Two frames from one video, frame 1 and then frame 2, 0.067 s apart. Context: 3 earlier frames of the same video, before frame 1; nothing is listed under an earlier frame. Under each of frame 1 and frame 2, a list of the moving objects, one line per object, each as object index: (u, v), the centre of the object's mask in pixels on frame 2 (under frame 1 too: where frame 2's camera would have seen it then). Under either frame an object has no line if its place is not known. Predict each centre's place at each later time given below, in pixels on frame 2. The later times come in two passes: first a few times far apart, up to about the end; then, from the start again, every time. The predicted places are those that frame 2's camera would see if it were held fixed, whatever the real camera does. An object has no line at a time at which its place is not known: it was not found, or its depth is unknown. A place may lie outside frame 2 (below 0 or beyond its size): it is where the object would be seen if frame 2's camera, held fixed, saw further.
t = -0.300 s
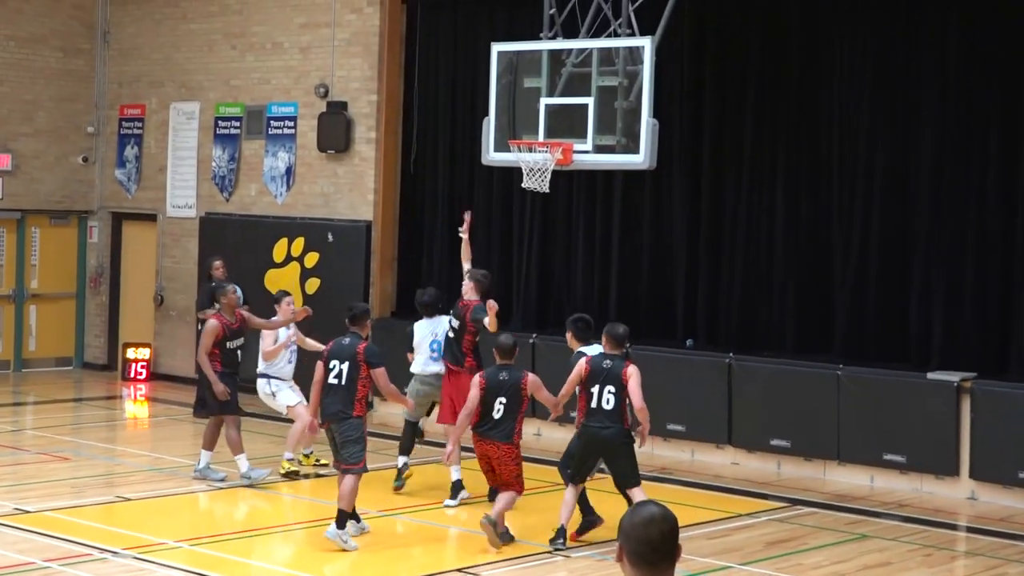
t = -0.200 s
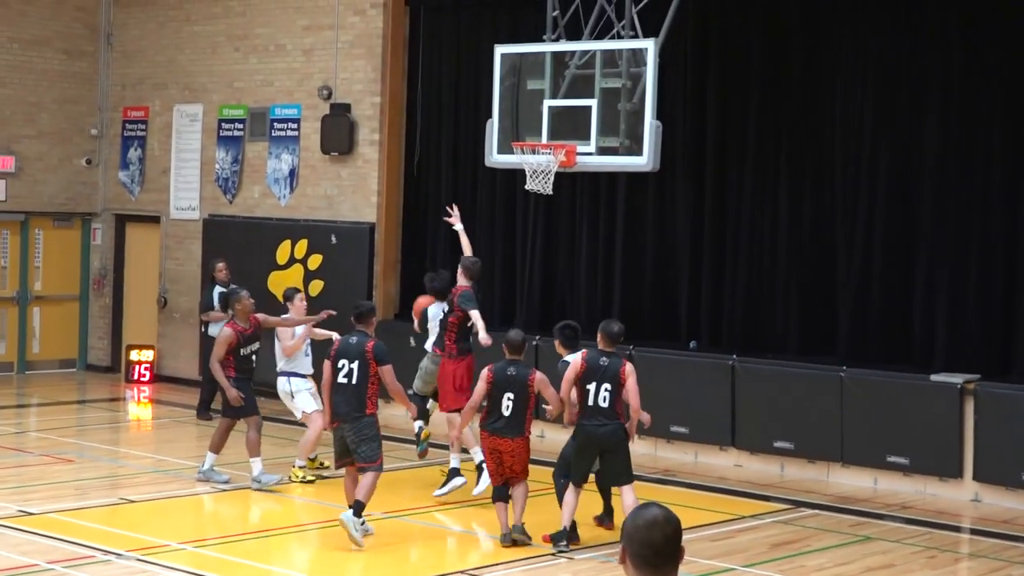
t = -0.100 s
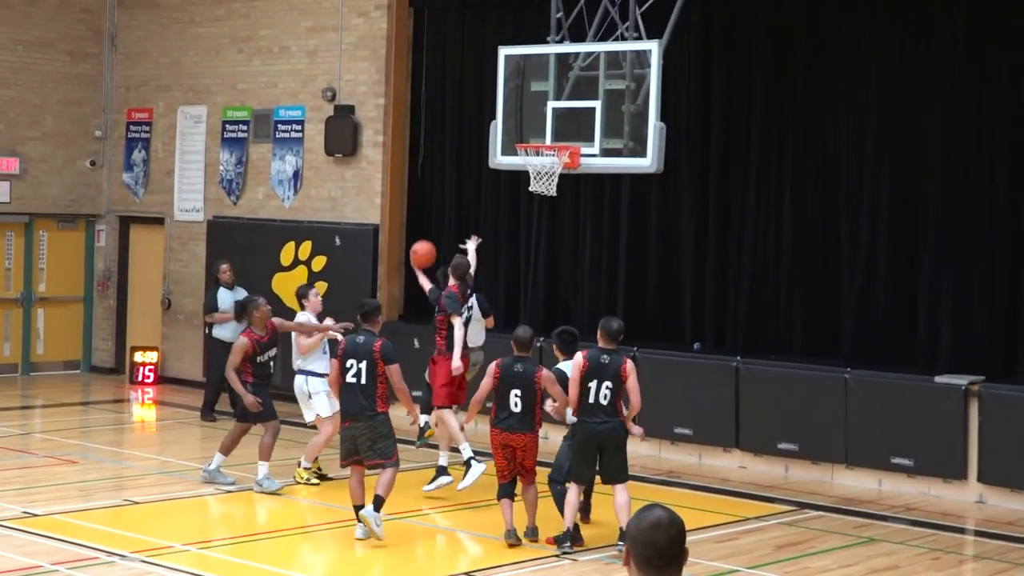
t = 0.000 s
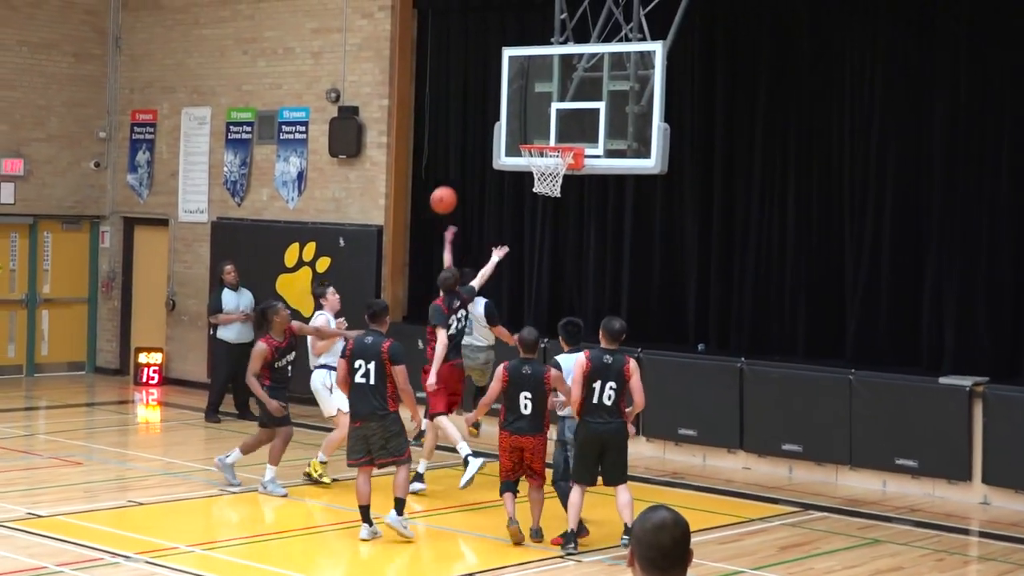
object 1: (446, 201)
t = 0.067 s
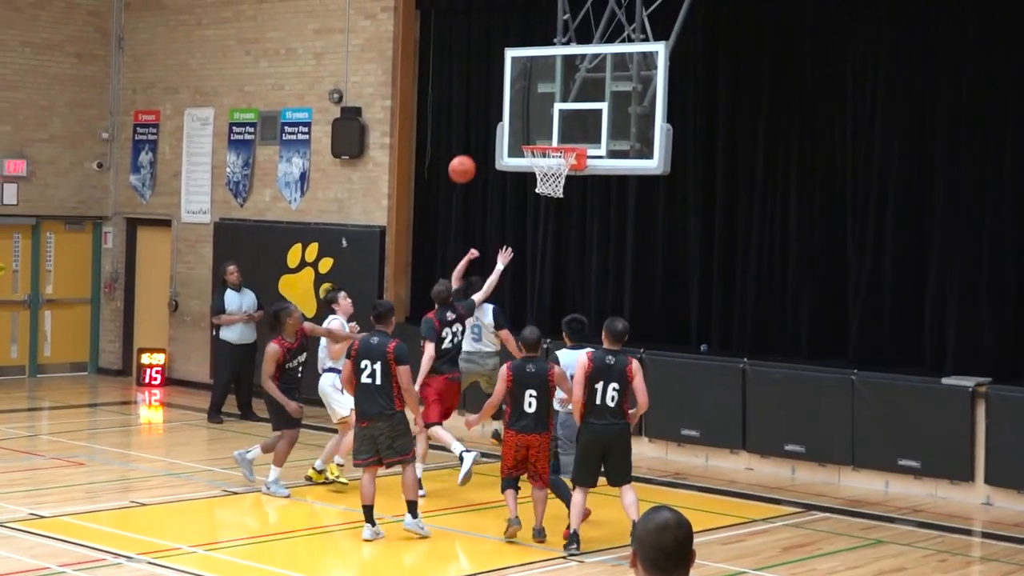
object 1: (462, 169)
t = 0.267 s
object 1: (508, 101)
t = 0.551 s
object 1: (523, 115)
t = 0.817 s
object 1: (523, 120)
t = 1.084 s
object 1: (505, 137)
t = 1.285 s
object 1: (484, 178)
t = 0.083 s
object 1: (466, 162)
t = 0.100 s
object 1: (470, 155)
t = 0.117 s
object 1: (474, 148)
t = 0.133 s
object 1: (478, 142)
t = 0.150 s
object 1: (481, 136)
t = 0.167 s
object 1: (485, 130)
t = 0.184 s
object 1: (489, 125)
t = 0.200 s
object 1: (493, 119)
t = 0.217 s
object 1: (497, 114)
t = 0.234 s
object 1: (501, 110)
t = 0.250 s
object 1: (505, 106)
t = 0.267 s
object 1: (508, 101)
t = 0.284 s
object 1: (510, 100)
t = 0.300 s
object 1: (511, 98)
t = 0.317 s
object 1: (511, 97)
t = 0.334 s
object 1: (513, 97)
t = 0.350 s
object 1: (513, 96)
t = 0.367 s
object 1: (514, 96)
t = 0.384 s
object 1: (515, 96)
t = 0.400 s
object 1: (516, 97)
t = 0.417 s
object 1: (517, 97)
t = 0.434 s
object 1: (518, 98)
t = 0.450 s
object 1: (519, 100)
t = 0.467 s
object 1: (520, 102)
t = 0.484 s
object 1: (520, 103)
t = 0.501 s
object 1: (521, 106)
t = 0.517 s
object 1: (522, 109)
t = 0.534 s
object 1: (523, 111)
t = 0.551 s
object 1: (523, 115)
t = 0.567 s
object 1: (524, 118)
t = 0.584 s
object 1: (525, 122)
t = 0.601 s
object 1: (526, 127)
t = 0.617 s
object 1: (526, 130)
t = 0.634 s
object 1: (526, 133)
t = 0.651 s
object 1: (526, 131)
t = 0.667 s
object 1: (526, 129)
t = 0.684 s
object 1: (526, 127)
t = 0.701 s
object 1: (525, 125)
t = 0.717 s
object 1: (525, 123)
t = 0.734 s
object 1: (524, 122)
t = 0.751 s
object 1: (524, 121)
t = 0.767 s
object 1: (524, 121)
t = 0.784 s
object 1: (524, 120)
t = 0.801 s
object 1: (523, 120)
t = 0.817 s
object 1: (523, 120)
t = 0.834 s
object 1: (522, 121)
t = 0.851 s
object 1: (522, 122)
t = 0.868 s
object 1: (522, 123)
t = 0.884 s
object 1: (521, 124)
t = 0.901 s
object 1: (520, 126)
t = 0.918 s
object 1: (520, 129)
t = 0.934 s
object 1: (520, 131)
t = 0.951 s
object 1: (519, 133)
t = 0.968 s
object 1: (518, 133)
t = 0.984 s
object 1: (516, 133)
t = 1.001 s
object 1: (514, 133)
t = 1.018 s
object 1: (512, 133)
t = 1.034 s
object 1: (511, 134)
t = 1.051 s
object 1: (510, 135)
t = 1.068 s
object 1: (508, 136)
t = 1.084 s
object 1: (505, 137)
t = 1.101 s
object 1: (504, 139)
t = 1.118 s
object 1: (502, 141)
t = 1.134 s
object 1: (500, 143)
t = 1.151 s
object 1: (498, 146)
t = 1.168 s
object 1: (497, 149)
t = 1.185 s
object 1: (494, 152)
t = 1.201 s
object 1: (493, 156)
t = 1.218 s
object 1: (491, 160)
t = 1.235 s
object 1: (489, 164)
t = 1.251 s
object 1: (488, 169)
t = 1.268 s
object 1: (486, 173)
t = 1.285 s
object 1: (484, 178)
